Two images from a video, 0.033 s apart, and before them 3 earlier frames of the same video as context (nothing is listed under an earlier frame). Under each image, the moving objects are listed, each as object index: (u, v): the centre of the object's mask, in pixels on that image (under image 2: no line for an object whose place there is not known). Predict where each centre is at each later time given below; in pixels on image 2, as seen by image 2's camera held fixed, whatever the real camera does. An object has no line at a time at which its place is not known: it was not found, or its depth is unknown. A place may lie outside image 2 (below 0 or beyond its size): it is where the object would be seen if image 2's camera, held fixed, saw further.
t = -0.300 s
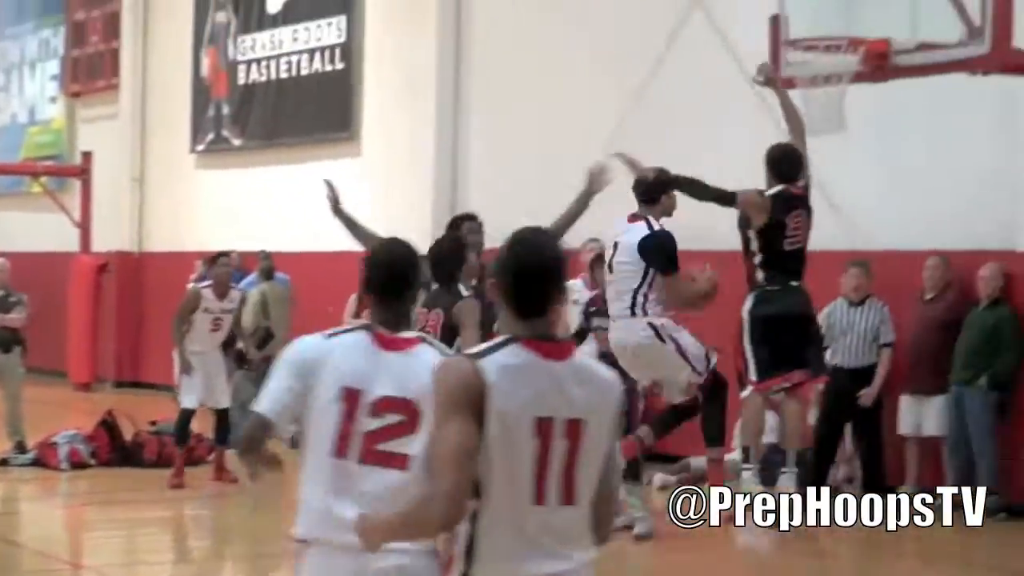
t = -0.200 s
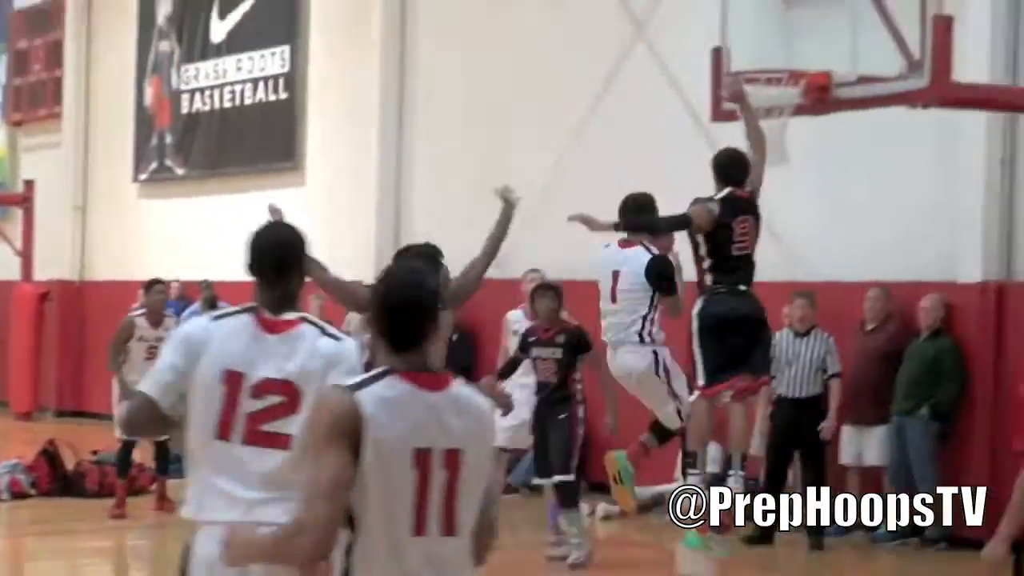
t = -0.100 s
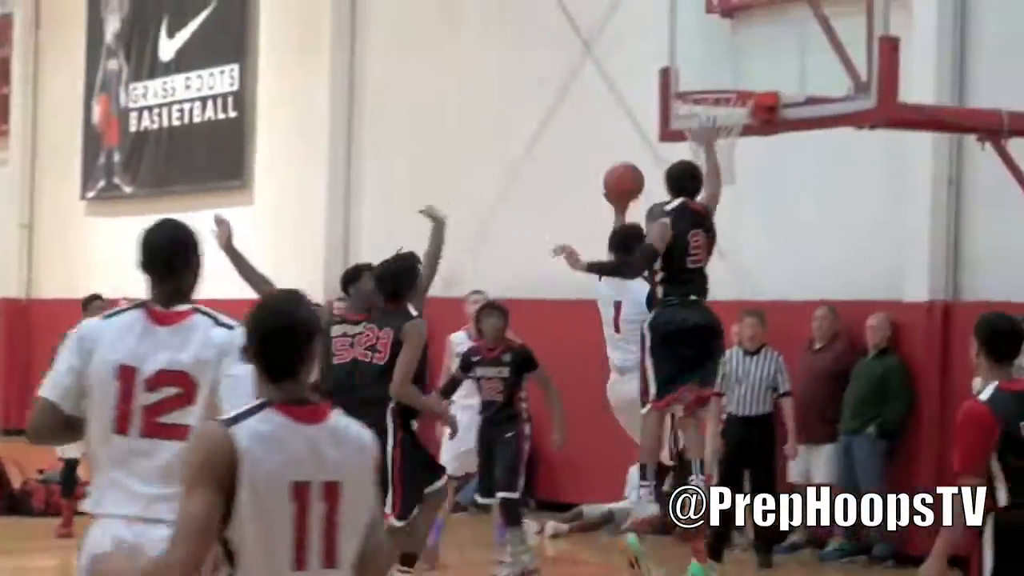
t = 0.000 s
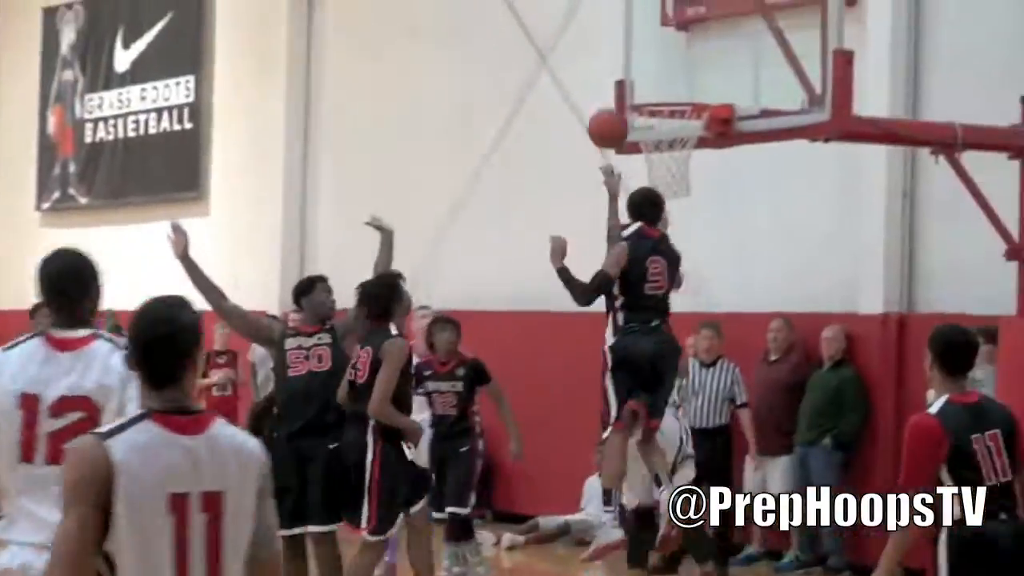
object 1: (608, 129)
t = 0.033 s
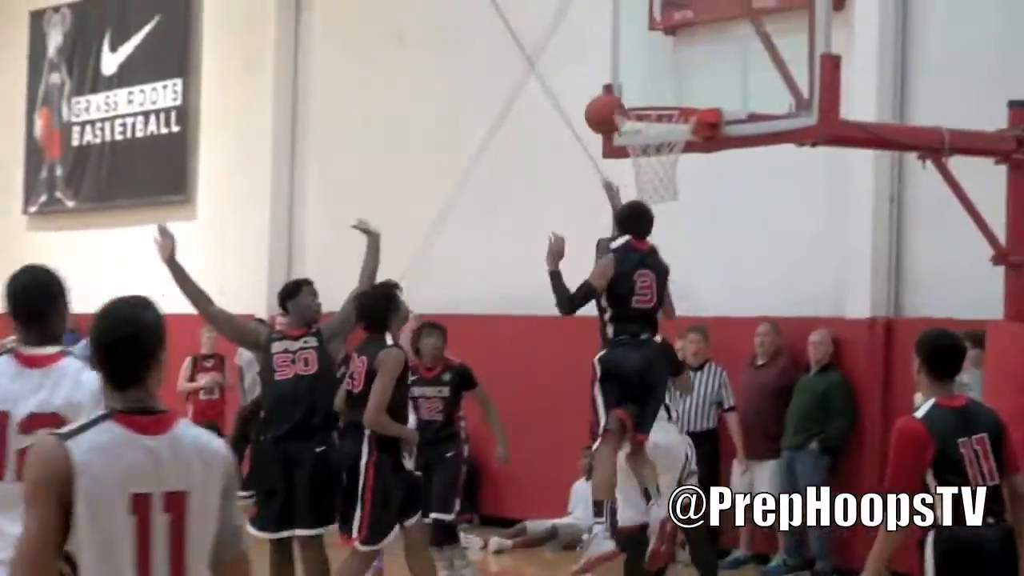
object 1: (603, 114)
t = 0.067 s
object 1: (615, 96)
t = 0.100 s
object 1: (627, 82)
